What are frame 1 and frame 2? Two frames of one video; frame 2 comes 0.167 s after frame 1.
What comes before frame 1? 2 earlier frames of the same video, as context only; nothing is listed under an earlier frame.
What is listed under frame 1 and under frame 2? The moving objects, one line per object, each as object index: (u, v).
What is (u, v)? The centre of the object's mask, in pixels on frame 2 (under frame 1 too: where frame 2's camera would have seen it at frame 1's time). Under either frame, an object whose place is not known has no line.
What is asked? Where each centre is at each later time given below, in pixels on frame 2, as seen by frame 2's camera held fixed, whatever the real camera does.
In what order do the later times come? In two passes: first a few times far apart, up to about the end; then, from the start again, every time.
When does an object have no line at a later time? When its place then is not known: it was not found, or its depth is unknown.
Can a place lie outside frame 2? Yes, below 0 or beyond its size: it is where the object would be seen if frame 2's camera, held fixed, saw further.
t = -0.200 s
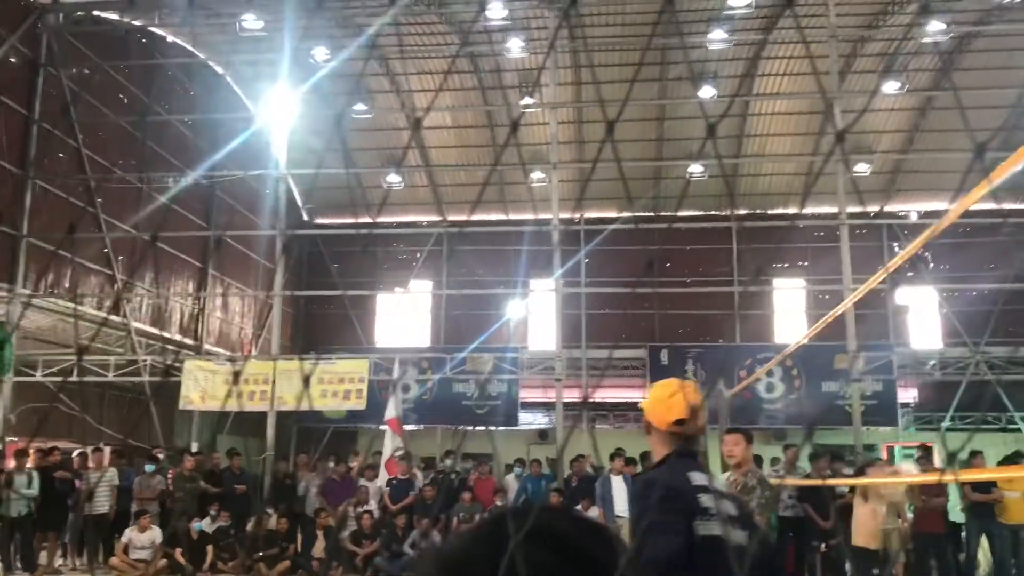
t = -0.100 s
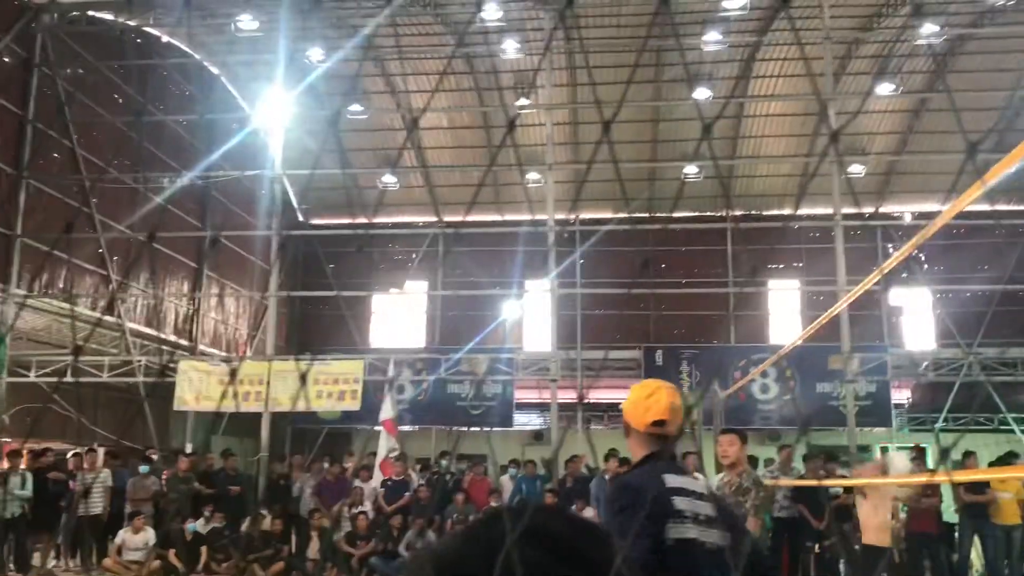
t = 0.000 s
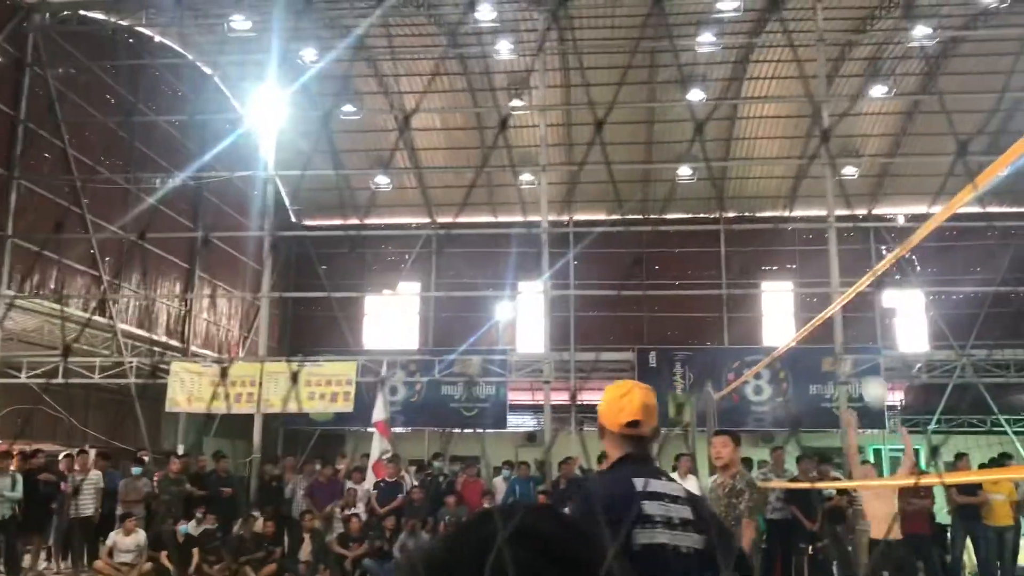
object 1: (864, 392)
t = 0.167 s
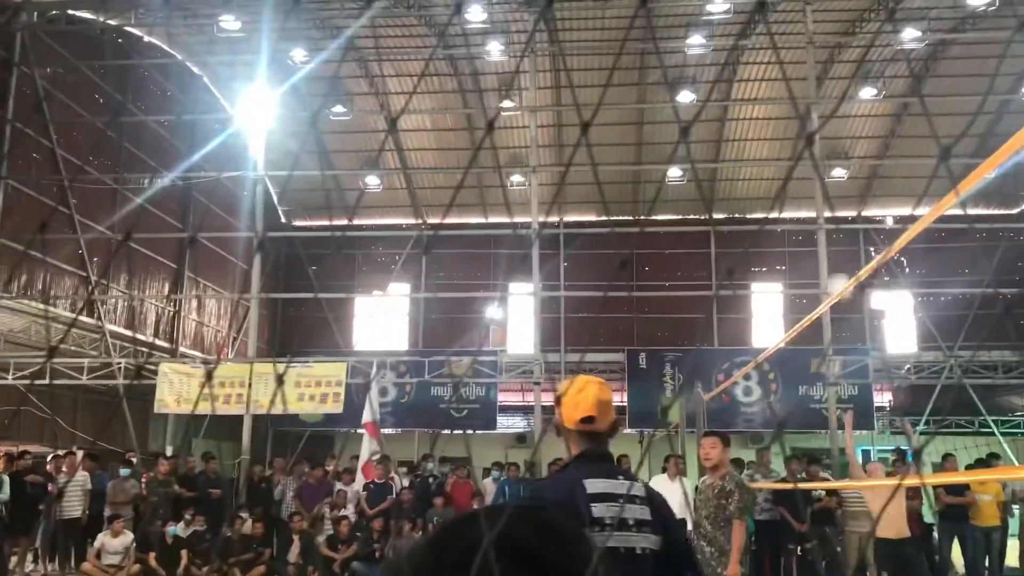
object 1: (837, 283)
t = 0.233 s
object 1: (833, 257)
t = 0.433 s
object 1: (816, 199)
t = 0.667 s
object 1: (801, 185)
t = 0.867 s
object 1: (792, 211)
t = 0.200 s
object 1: (836, 271)
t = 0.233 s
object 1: (833, 257)
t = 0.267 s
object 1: (830, 244)
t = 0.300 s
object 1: (827, 233)
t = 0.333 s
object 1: (824, 222)
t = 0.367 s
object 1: (821, 213)
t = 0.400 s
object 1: (818, 205)
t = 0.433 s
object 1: (816, 199)
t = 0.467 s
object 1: (813, 194)
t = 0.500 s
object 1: (811, 190)
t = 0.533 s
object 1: (809, 187)
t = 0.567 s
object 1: (807, 185)
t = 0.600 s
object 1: (805, 184)
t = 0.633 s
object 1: (803, 184)
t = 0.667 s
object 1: (801, 185)
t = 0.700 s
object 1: (800, 187)
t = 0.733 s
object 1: (798, 190)
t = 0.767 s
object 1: (796, 194)
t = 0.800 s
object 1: (795, 198)
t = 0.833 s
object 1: (793, 204)
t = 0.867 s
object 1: (792, 211)
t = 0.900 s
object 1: (790, 219)
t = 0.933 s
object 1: (789, 228)
